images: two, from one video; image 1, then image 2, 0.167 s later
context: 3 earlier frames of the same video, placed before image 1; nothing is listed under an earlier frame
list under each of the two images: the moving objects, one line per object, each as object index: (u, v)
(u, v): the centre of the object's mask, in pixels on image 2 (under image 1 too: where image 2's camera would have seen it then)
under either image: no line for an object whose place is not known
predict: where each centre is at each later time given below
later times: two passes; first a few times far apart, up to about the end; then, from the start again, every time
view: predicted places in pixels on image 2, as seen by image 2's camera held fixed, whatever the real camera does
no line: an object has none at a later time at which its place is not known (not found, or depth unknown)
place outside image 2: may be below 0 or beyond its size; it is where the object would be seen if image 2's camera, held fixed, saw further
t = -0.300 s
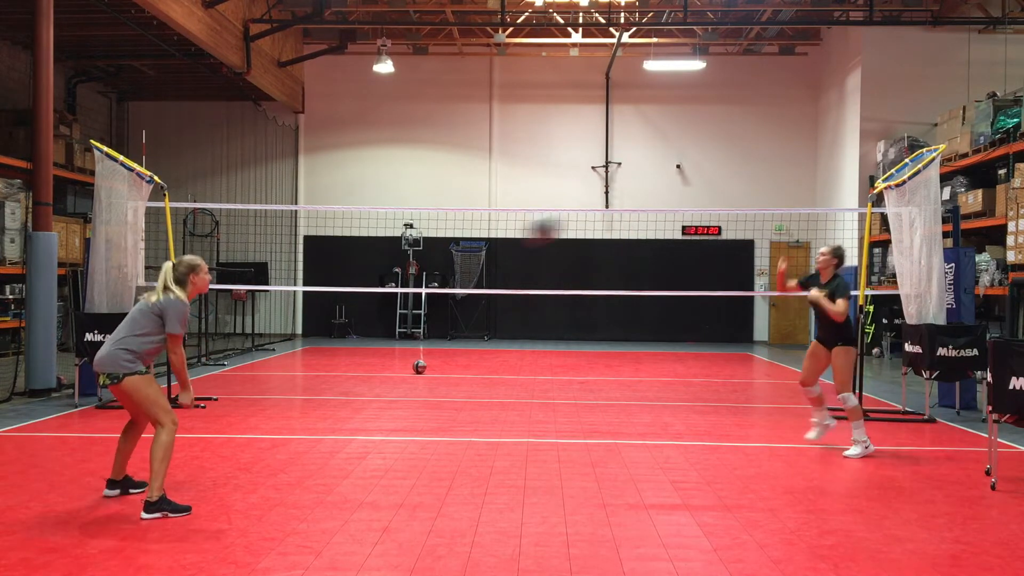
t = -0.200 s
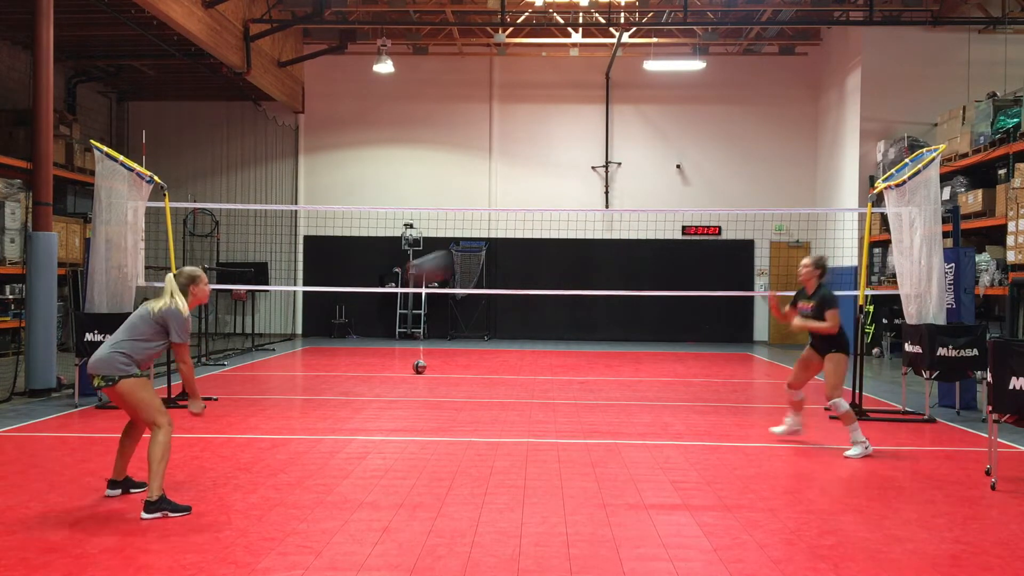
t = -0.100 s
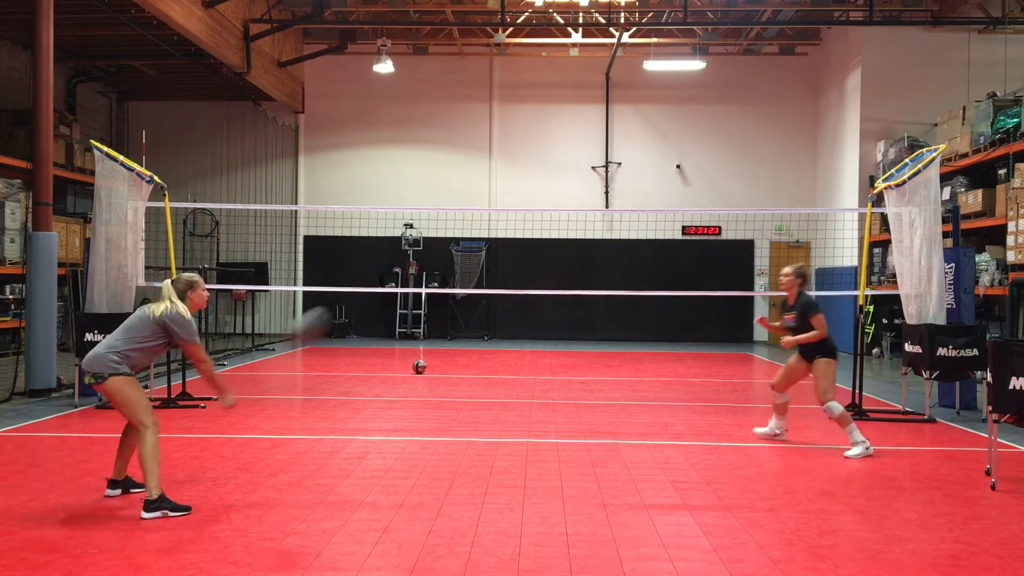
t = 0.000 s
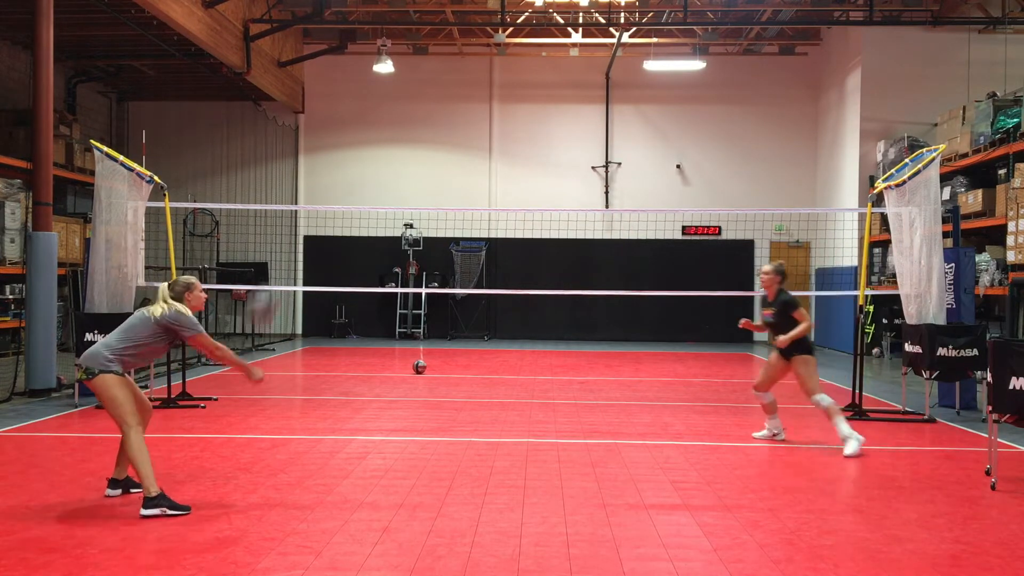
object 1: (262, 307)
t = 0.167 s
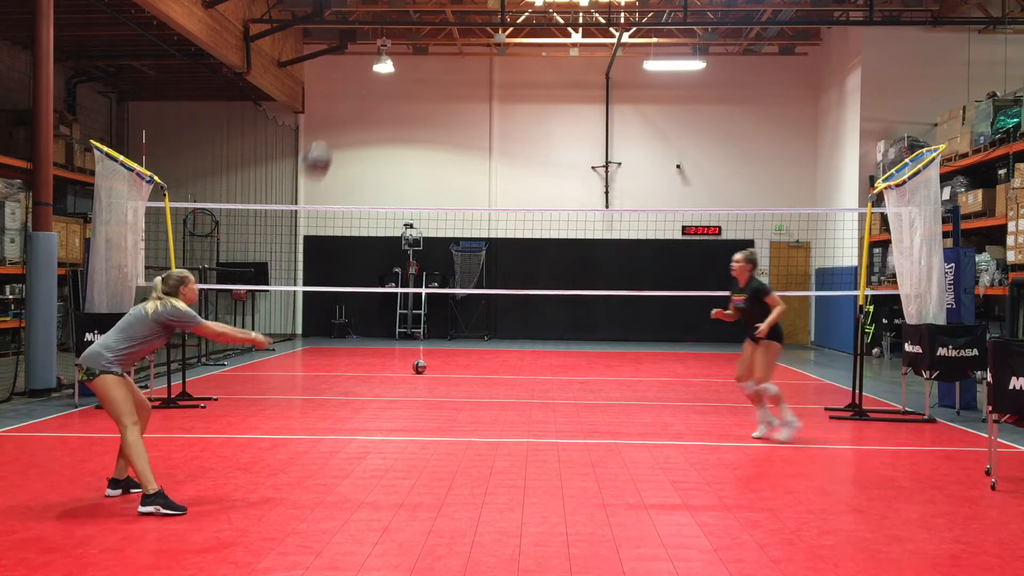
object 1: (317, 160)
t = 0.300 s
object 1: (354, 83)
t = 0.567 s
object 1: (415, 12)
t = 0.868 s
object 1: (469, 35)
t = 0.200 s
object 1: (327, 137)
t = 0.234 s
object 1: (336, 117)
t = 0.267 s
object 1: (345, 98)
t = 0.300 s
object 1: (354, 83)
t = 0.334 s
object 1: (362, 68)
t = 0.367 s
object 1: (371, 54)
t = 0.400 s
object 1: (380, 42)
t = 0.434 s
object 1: (387, 34)
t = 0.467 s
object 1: (394, 27)
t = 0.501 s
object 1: (401, 21)
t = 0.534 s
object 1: (408, 15)
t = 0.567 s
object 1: (415, 12)
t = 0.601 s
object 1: (421, 11)
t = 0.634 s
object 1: (428, 9)
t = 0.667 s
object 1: (434, 10)
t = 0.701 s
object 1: (441, 11)
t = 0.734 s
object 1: (447, 13)
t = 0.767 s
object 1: (453, 16)
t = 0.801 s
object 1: (458, 20)
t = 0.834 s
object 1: (464, 26)
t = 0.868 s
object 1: (469, 35)
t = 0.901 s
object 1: (475, 42)
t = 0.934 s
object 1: (480, 52)
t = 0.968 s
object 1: (485, 62)
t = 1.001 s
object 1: (490, 73)
